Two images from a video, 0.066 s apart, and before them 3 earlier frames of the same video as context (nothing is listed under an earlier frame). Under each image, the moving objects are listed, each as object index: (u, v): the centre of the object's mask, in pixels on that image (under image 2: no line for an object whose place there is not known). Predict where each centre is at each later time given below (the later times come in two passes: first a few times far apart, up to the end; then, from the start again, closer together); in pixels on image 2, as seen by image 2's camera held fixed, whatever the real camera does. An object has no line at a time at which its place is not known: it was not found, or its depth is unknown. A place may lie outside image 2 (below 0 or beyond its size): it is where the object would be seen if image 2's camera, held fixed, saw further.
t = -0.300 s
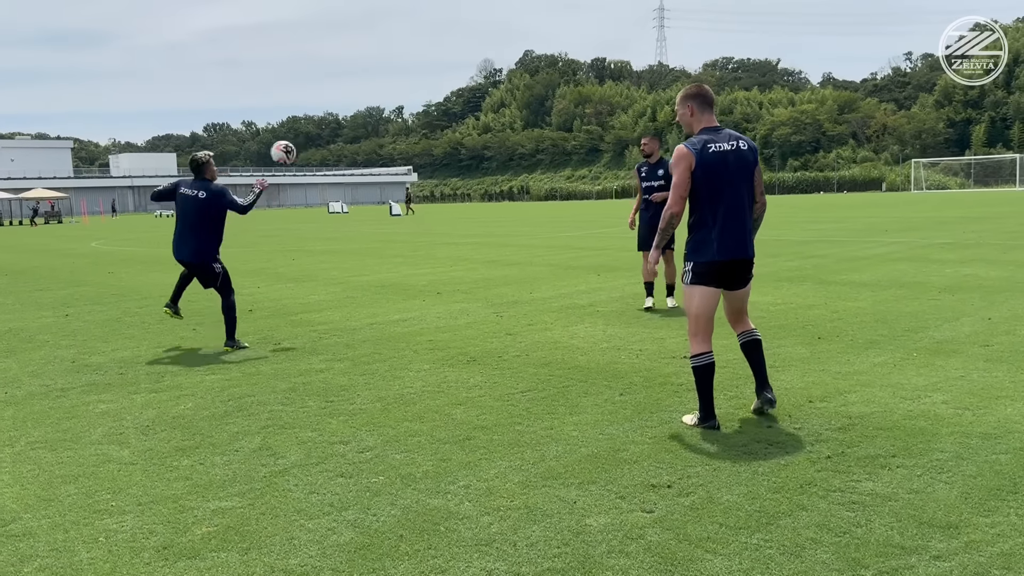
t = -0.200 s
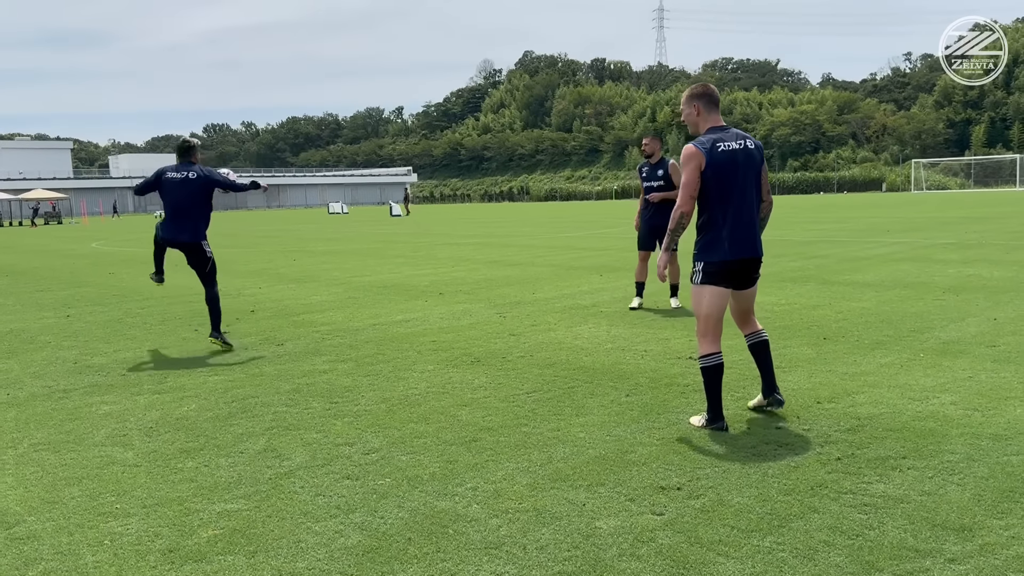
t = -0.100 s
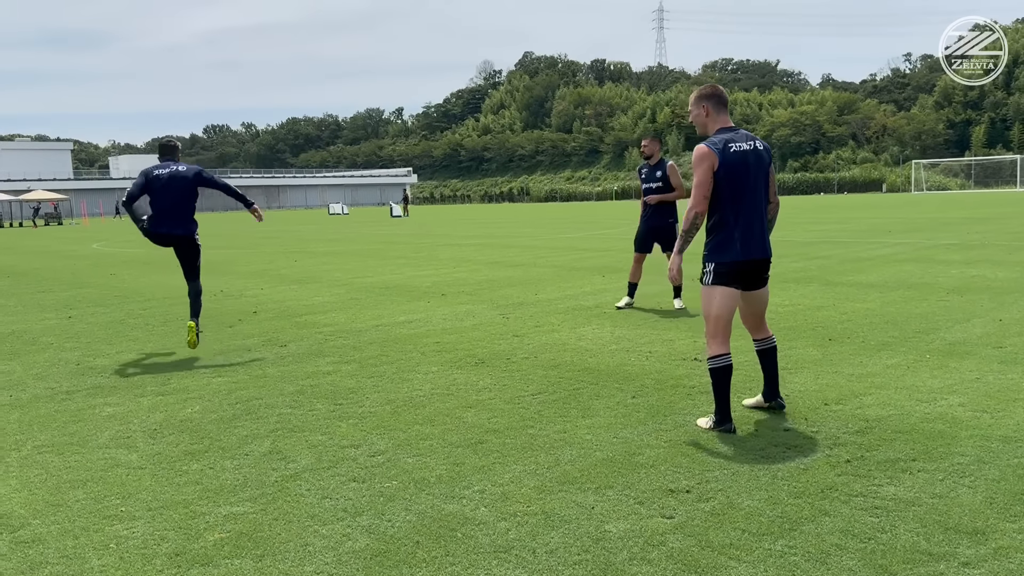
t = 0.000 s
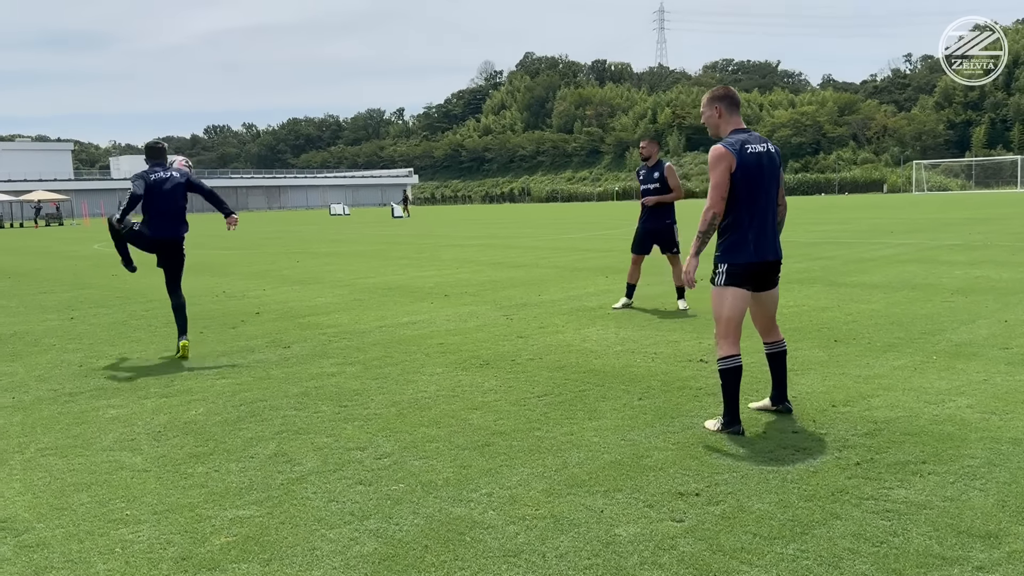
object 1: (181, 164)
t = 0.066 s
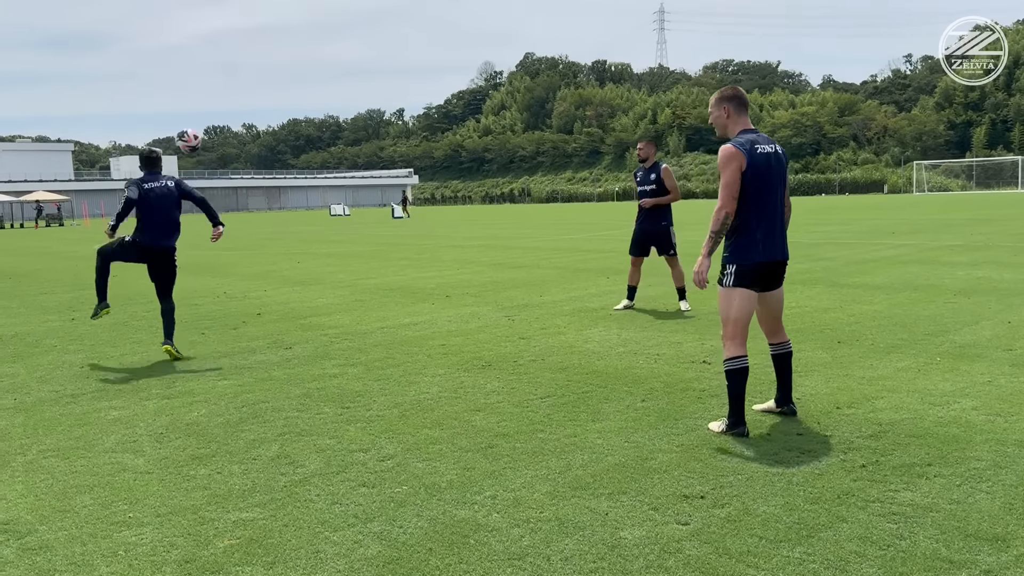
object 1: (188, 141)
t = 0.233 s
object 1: (210, 92)
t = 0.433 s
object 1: (235, 74)
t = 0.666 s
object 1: (267, 107)
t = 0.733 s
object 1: (277, 126)
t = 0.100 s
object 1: (192, 128)
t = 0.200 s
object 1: (205, 99)
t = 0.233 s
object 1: (210, 92)
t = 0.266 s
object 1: (214, 86)
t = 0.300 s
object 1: (218, 81)
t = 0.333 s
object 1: (222, 77)
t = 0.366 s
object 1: (227, 75)
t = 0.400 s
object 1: (231, 74)
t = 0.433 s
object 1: (235, 74)
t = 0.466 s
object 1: (240, 75)
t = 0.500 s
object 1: (244, 78)
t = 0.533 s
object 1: (249, 81)
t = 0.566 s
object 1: (253, 86)
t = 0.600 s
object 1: (258, 92)
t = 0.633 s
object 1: (263, 99)
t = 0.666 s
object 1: (267, 107)
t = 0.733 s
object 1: (277, 126)
